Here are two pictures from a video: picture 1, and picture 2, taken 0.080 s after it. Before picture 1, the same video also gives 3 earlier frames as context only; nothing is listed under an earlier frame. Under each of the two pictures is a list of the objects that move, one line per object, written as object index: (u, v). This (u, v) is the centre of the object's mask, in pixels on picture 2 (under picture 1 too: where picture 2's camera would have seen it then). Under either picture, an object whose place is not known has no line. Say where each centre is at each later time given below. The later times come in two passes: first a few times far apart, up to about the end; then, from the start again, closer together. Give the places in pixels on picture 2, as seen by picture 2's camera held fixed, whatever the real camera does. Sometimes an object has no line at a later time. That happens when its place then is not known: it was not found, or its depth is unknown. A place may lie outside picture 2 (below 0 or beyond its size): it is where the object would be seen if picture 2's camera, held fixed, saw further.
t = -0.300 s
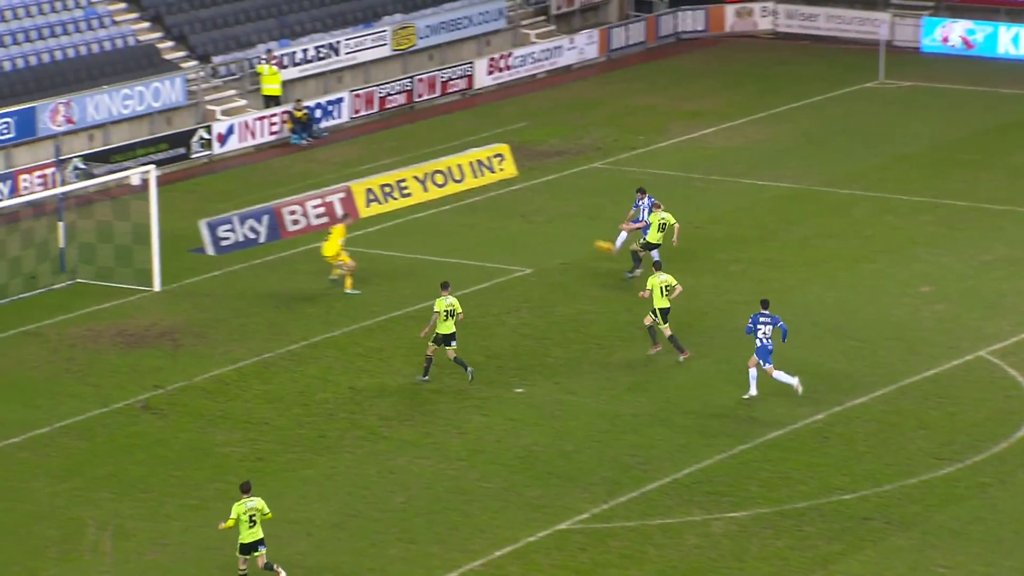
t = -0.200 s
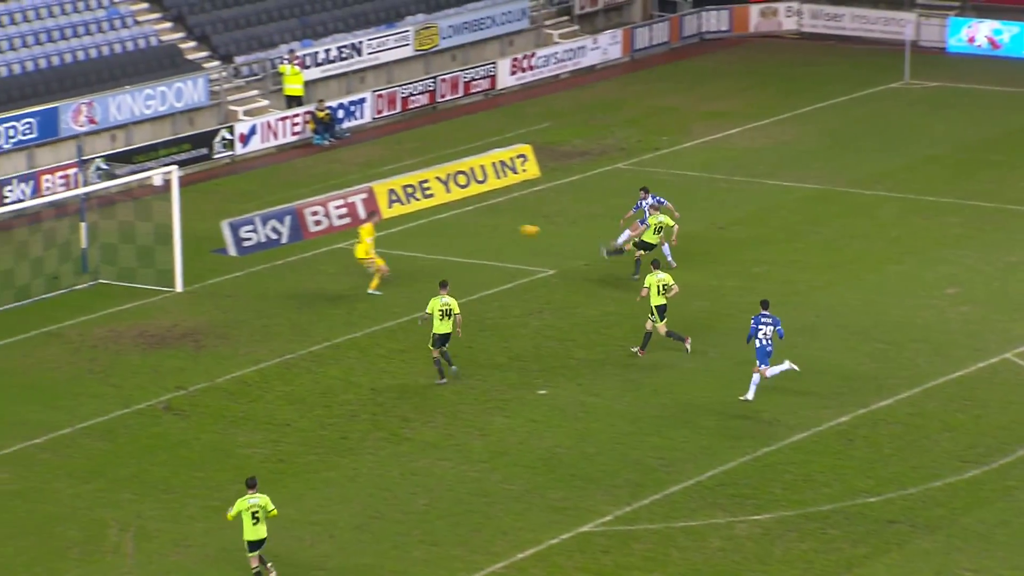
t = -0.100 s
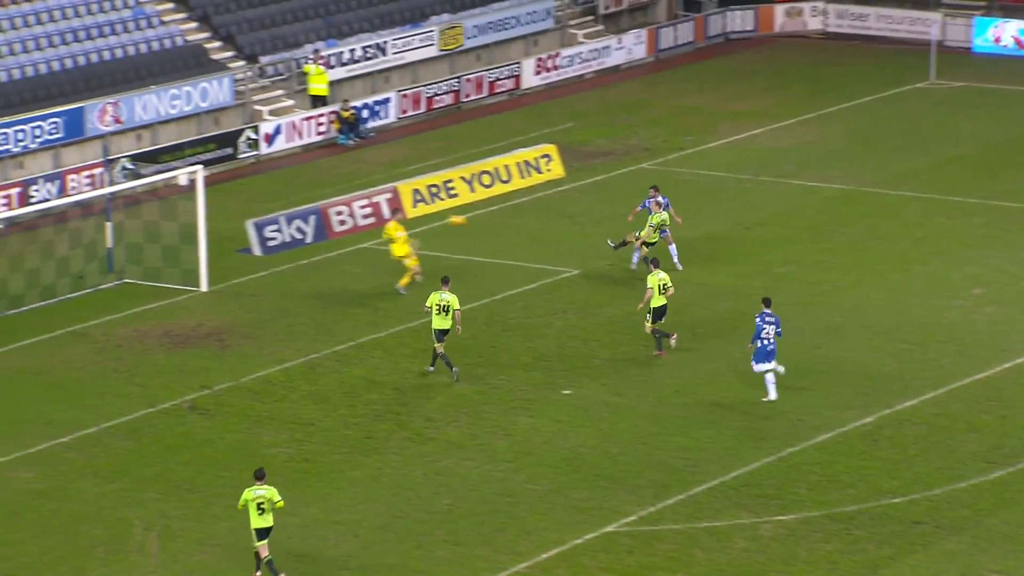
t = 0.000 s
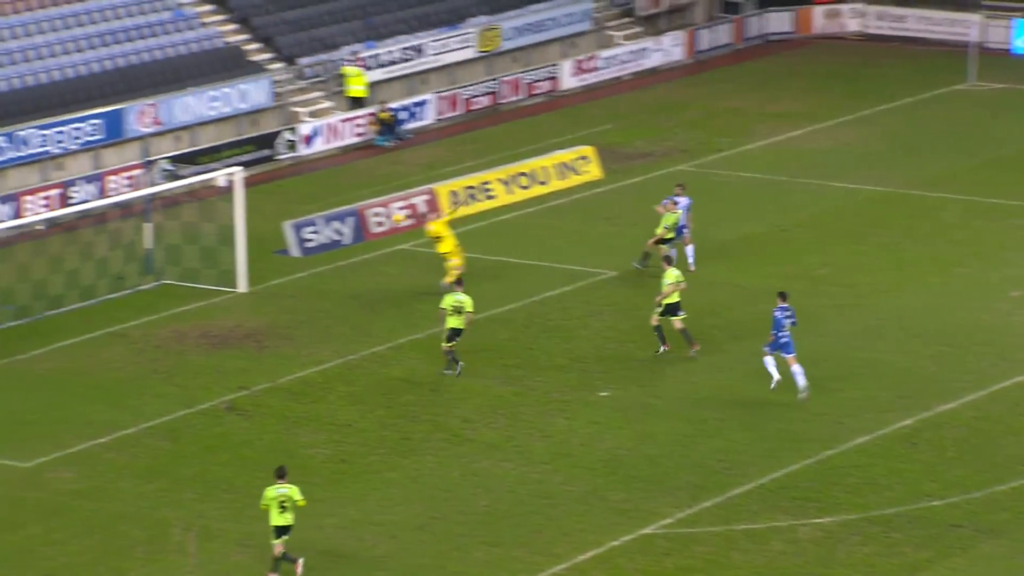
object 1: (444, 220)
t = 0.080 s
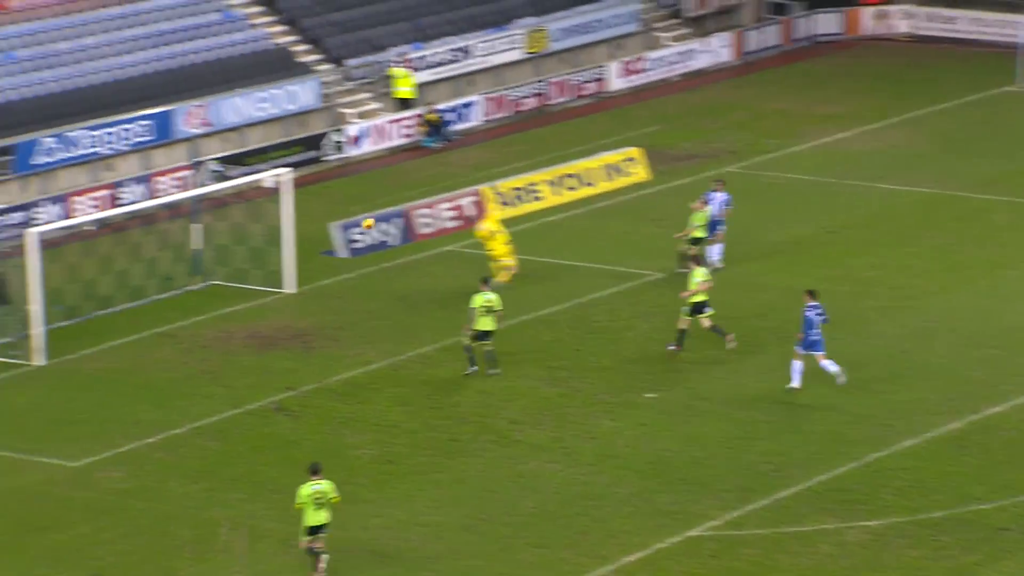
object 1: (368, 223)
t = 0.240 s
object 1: (216, 242)
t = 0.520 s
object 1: (-11, 305)
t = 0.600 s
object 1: (-31, 309)
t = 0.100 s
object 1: (349, 225)
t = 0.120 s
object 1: (330, 226)
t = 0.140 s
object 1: (311, 228)
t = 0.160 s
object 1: (293, 231)
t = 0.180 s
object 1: (273, 233)
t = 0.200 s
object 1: (254, 236)
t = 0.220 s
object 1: (235, 239)
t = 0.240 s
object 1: (216, 242)
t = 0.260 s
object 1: (197, 246)
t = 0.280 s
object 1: (178, 250)
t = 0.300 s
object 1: (159, 255)
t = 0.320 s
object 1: (140, 259)
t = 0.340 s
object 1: (121, 264)
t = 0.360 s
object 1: (102, 269)
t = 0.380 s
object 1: (84, 275)
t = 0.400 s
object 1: (65, 281)
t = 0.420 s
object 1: (47, 286)
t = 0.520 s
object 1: (-11, 305)
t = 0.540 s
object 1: (-17, 306)
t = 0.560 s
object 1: (-23, 307)
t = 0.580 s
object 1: (-28, 308)
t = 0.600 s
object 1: (-31, 309)
